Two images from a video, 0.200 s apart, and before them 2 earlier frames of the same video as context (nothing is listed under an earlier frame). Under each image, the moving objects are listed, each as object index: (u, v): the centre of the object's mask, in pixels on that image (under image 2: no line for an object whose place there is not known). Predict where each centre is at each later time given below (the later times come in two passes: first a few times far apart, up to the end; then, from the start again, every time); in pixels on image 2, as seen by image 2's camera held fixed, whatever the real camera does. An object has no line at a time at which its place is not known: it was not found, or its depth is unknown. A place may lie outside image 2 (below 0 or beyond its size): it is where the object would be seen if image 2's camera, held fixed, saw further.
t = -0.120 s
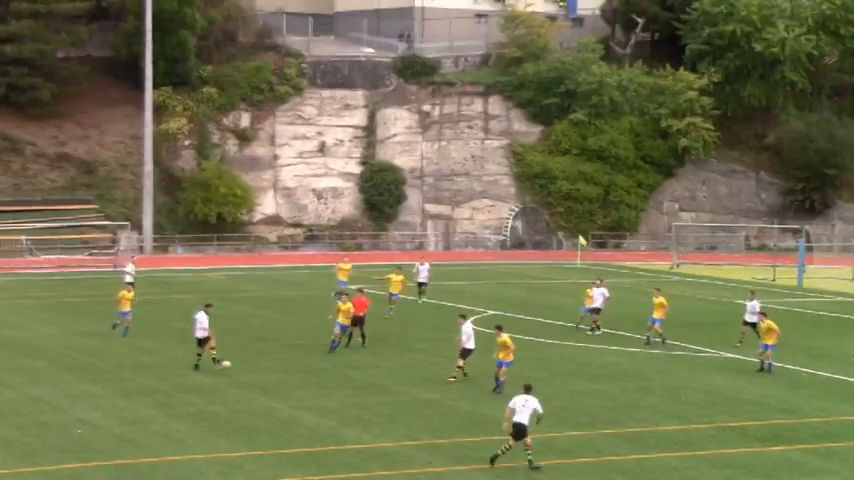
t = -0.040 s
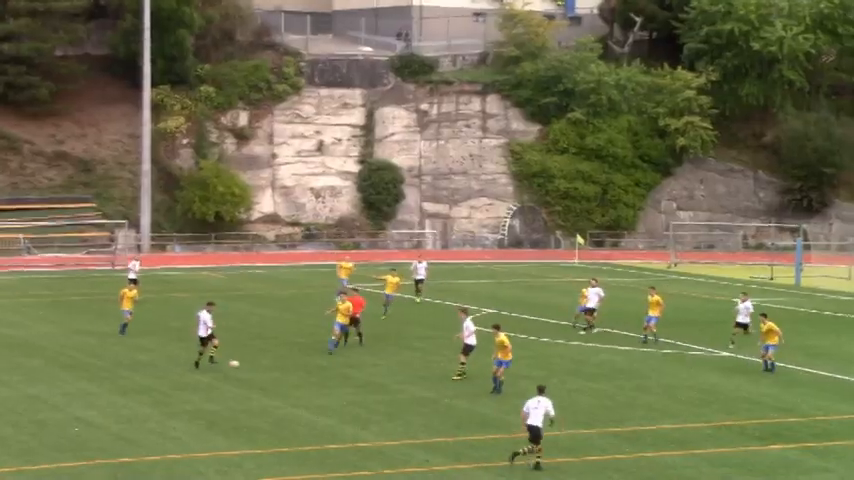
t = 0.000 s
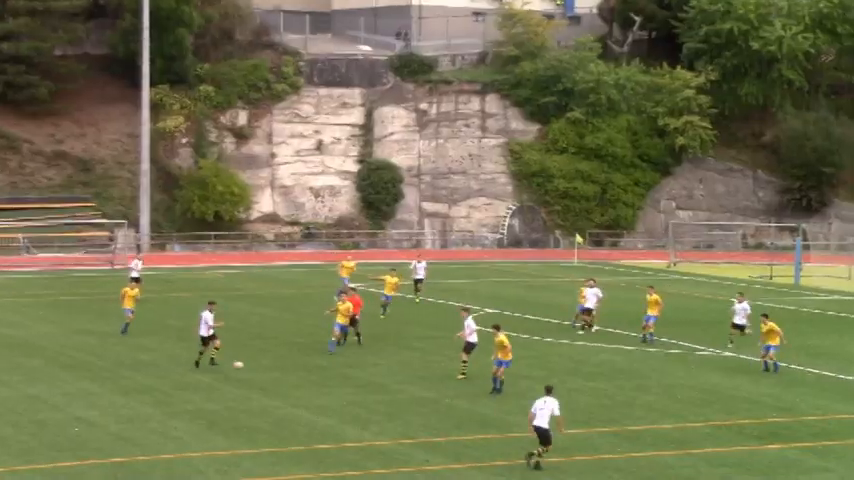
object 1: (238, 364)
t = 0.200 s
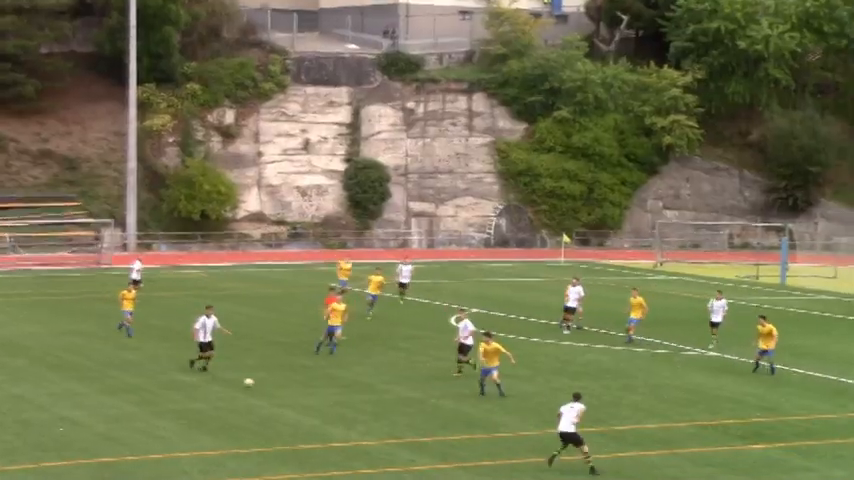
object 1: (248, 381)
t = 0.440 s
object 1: (277, 391)
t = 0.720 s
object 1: (308, 404)
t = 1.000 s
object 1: (342, 417)
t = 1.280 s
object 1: (375, 431)
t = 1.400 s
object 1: (391, 434)
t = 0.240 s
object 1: (253, 386)
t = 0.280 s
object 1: (258, 386)
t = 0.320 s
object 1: (263, 386)
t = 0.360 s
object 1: (267, 386)
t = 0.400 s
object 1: (272, 388)
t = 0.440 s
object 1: (277, 391)
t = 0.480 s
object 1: (281, 394)
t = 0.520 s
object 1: (285, 398)
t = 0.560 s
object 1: (289, 401)
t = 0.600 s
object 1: (294, 401)
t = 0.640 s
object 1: (299, 400)
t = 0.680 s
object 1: (304, 402)
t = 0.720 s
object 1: (308, 404)
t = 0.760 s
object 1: (313, 406)
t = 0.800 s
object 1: (318, 410)
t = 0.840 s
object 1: (323, 412)
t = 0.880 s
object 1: (328, 412)
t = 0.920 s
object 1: (332, 414)
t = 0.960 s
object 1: (337, 415)
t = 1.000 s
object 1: (342, 417)
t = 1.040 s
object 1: (347, 421)
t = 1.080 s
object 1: (351, 422)
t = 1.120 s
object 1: (356, 423)
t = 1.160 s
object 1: (361, 423)
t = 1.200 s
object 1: (366, 425)
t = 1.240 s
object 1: (371, 428)
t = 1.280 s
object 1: (375, 431)
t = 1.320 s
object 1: (381, 433)
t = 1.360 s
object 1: (386, 433)
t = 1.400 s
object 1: (391, 434)
